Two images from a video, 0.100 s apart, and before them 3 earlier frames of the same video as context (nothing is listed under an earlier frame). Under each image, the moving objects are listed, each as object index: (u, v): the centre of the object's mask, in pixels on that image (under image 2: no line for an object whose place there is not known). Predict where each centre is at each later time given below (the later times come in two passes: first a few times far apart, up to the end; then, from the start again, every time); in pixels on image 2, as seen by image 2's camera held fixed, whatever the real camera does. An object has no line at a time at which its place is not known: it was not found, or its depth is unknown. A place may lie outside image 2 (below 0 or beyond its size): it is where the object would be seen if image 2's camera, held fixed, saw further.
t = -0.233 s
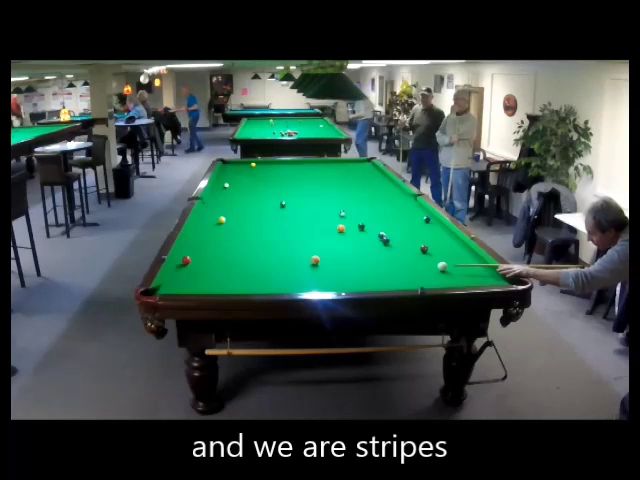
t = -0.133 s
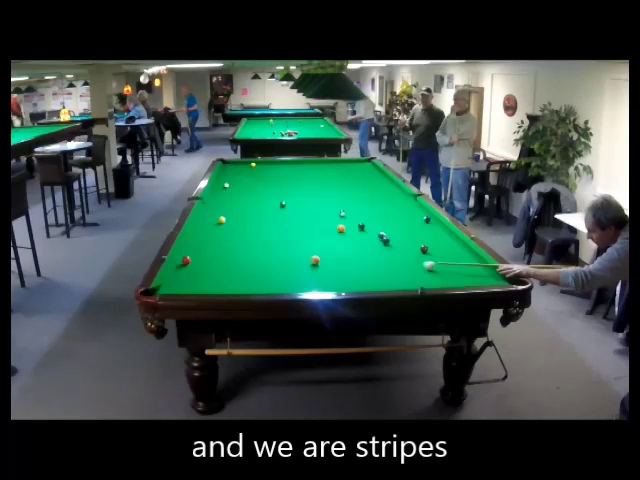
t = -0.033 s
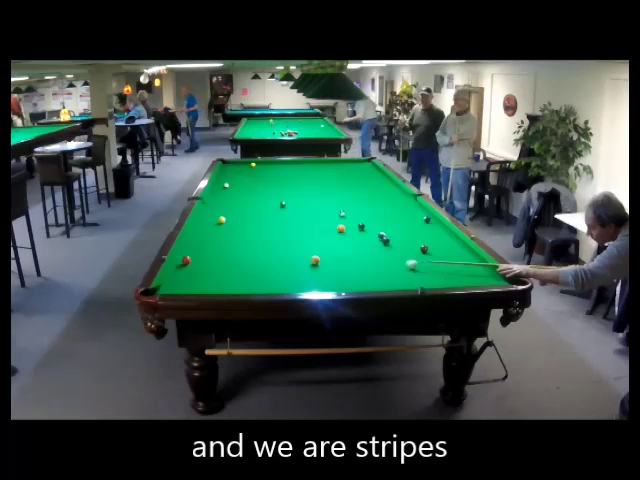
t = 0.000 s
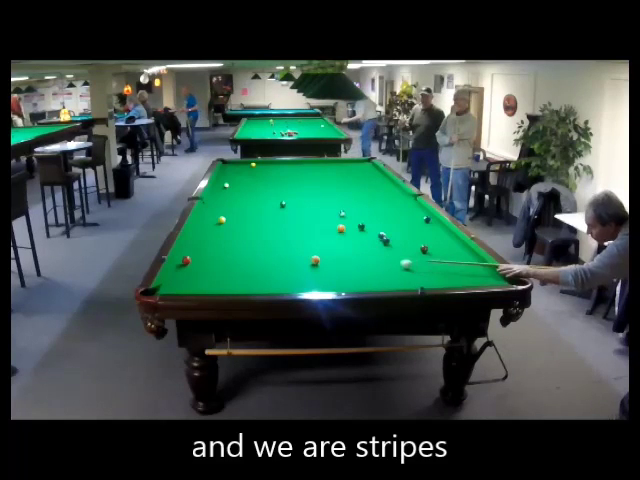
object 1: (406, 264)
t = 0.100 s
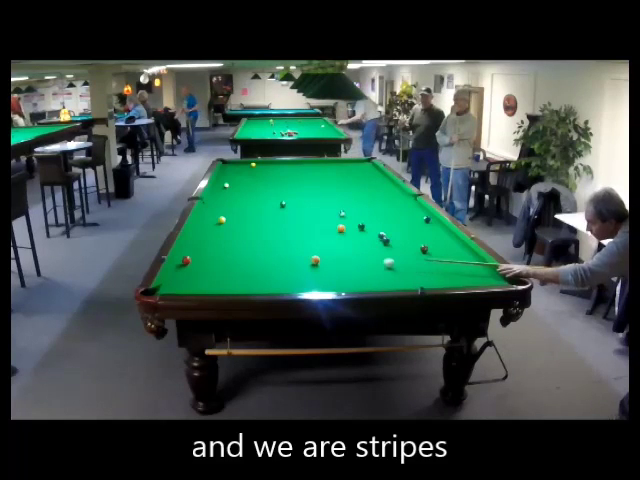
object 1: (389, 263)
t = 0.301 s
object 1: (355, 261)
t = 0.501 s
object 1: (323, 258)
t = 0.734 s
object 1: (304, 252)
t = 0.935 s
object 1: (289, 248)
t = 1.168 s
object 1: (274, 243)
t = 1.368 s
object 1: (261, 239)
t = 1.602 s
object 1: (248, 235)
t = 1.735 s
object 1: (241, 233)
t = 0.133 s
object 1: (383, 262)
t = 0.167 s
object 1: (377, 262)
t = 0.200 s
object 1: (372, 262)
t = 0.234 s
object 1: (366, 261)
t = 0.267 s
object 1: (361, 261)
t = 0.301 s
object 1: (355, 261)
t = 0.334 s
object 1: (350, 260)
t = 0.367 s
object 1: (344, 259)
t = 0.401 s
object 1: (339, 259)
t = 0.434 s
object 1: (333, 259)
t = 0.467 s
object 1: (328, 258)
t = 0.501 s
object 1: (323, 258)
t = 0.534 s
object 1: (320, 257)
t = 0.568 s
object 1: (318, 256)
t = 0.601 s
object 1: (315, 256)
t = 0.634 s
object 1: (312, 255)
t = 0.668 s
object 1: (309, 254)
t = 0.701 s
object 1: (307, 253)
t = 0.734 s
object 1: (304, 252)
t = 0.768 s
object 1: (302, 251)
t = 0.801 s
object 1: (299, 251)
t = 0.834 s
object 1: (297, 250)
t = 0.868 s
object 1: (294, 249)
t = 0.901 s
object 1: (292, 248)
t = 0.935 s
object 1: (289, 248)
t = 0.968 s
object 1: (287, 247)
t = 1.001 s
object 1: (285, 246)
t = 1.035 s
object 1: (283, 245)
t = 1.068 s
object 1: (280, 245)
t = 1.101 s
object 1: (278, 244)
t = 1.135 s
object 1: (276, 244)
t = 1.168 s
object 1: (274, 243)
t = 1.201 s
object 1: (272, 242)
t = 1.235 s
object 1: (270, 242)
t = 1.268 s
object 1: (267, 241)
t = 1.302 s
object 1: (265, 240)
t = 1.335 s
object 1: (263, 240)
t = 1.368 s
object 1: (261, 239)
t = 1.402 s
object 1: (259, 239)
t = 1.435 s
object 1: (257, 238)
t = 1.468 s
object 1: (255, 237)
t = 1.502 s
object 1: (254, 237)
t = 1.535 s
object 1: (252, 236)
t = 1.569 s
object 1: (250, 236)
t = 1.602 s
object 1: (248, 235)
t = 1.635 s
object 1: (246, 234)
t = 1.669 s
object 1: (245, 234)
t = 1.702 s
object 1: (243, 233)
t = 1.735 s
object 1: (241, 233)
